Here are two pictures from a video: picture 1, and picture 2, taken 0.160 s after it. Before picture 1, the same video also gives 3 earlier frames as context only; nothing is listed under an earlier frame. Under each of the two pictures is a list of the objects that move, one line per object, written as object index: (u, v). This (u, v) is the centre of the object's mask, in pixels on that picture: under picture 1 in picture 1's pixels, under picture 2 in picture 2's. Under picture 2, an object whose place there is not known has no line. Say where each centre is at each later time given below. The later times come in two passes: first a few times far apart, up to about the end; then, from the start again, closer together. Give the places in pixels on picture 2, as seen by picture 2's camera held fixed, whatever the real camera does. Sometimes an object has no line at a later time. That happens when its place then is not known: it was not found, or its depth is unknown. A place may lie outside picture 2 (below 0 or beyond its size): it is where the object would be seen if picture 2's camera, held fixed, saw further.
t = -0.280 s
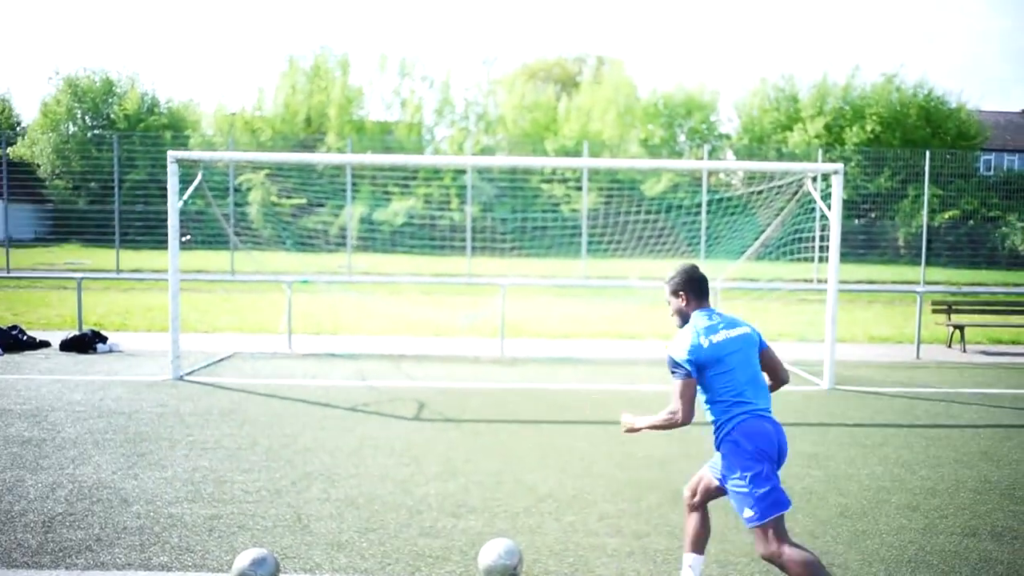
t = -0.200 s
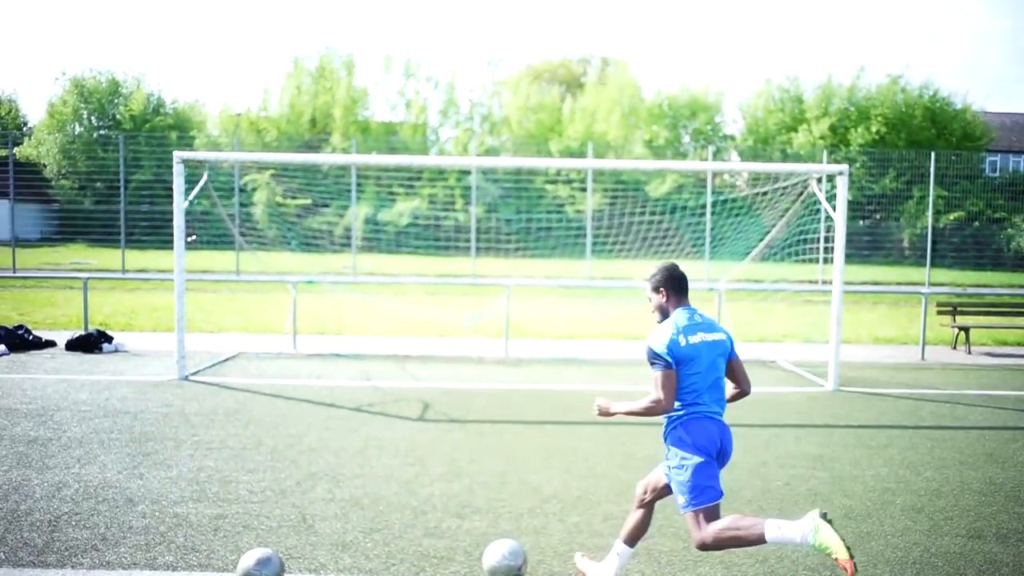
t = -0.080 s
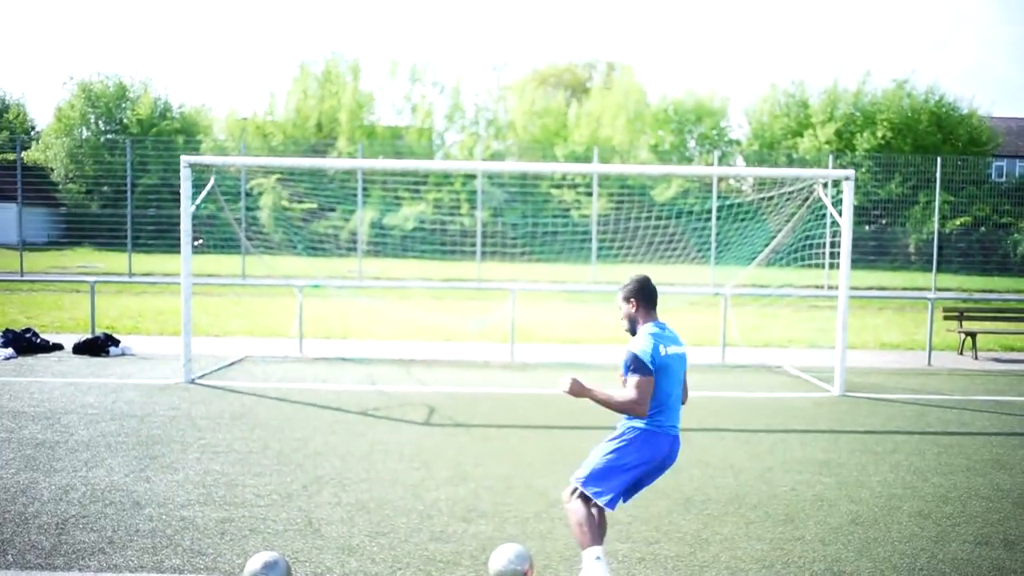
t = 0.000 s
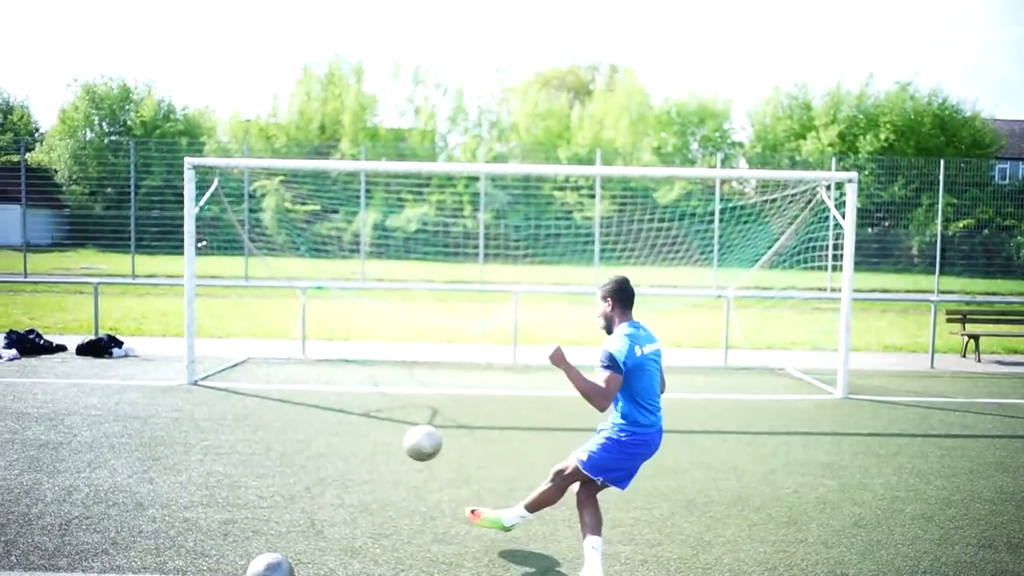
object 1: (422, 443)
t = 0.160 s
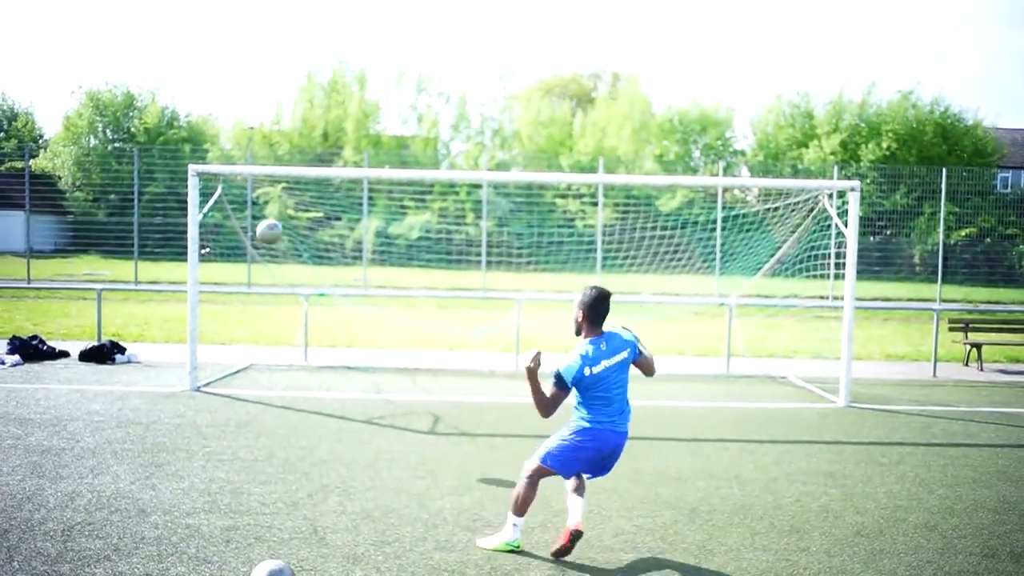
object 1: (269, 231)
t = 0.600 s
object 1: (139, 80)
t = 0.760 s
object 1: (120, 73)
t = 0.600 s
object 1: (139, 80)
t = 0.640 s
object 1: (133, 77)
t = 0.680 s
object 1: (128, 75)
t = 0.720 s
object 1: (124, 73)
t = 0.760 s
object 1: (120, 73)
